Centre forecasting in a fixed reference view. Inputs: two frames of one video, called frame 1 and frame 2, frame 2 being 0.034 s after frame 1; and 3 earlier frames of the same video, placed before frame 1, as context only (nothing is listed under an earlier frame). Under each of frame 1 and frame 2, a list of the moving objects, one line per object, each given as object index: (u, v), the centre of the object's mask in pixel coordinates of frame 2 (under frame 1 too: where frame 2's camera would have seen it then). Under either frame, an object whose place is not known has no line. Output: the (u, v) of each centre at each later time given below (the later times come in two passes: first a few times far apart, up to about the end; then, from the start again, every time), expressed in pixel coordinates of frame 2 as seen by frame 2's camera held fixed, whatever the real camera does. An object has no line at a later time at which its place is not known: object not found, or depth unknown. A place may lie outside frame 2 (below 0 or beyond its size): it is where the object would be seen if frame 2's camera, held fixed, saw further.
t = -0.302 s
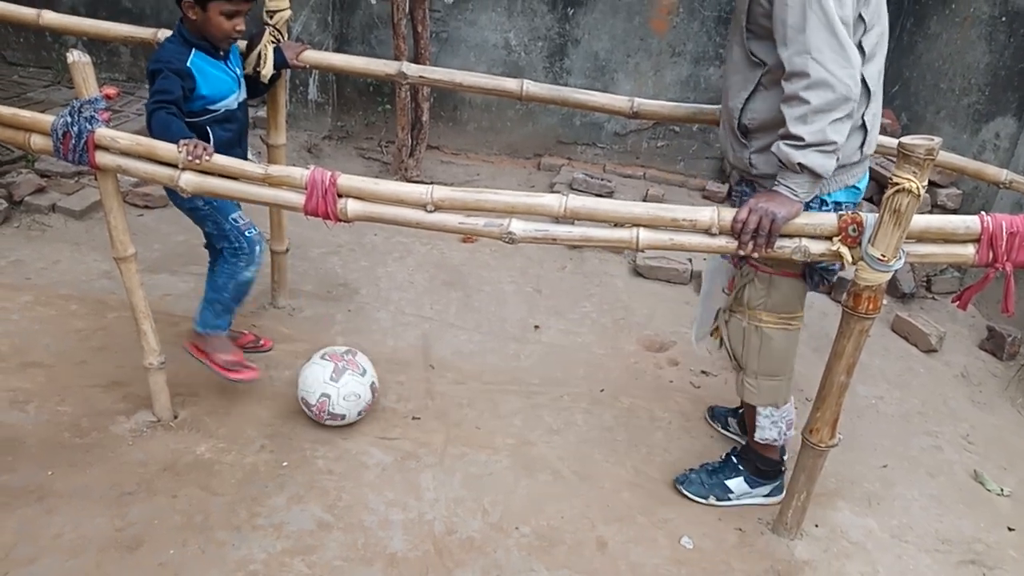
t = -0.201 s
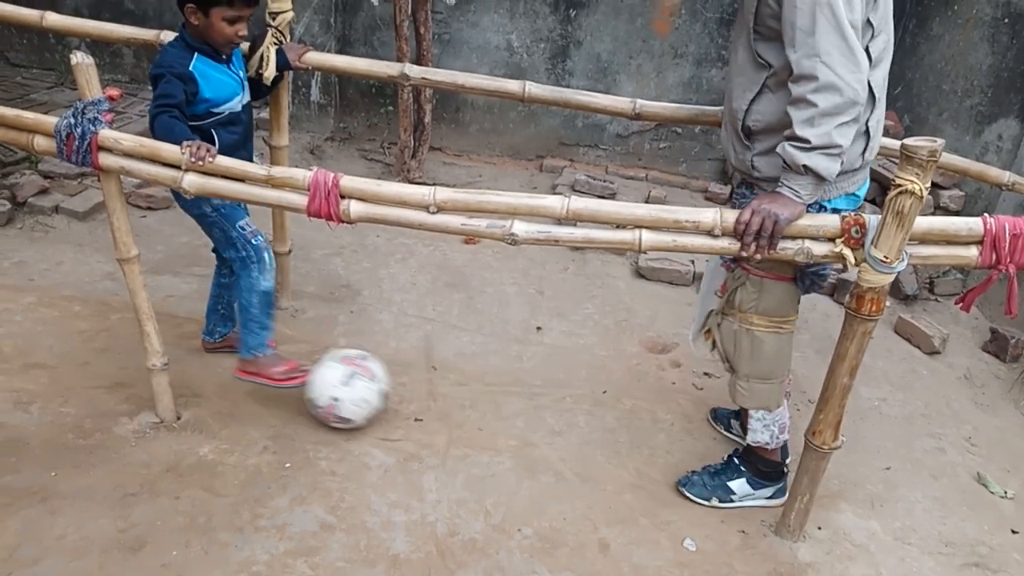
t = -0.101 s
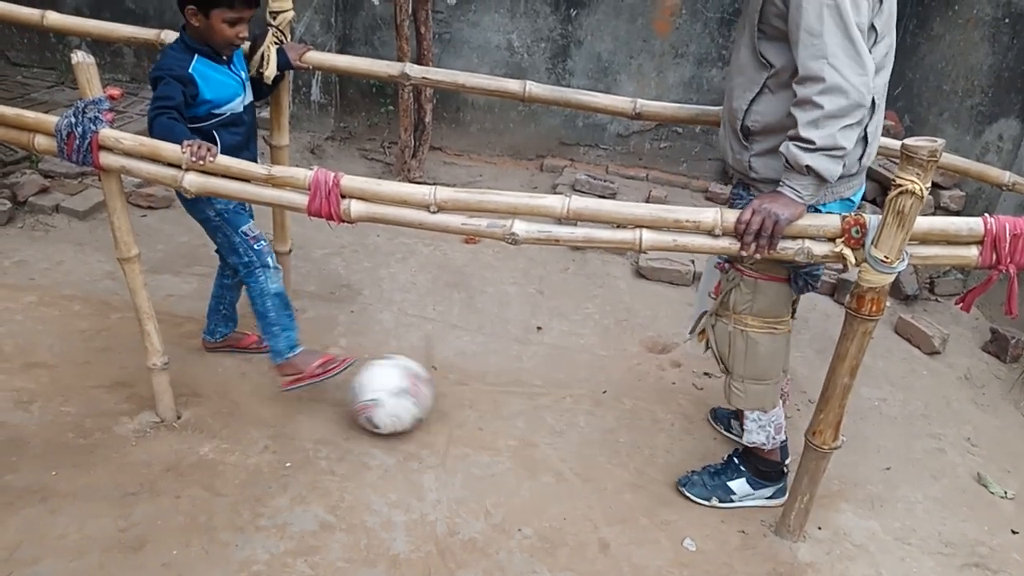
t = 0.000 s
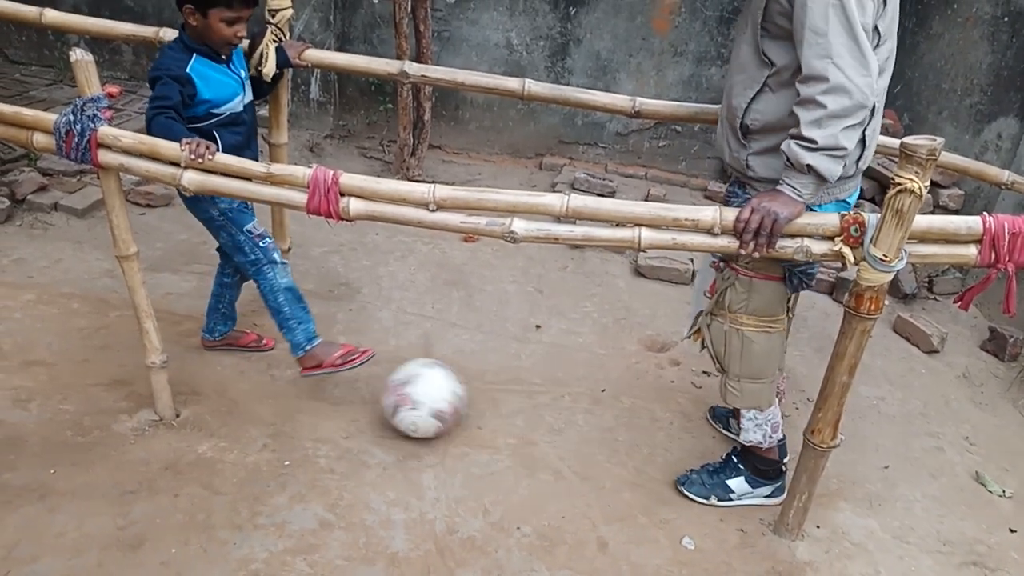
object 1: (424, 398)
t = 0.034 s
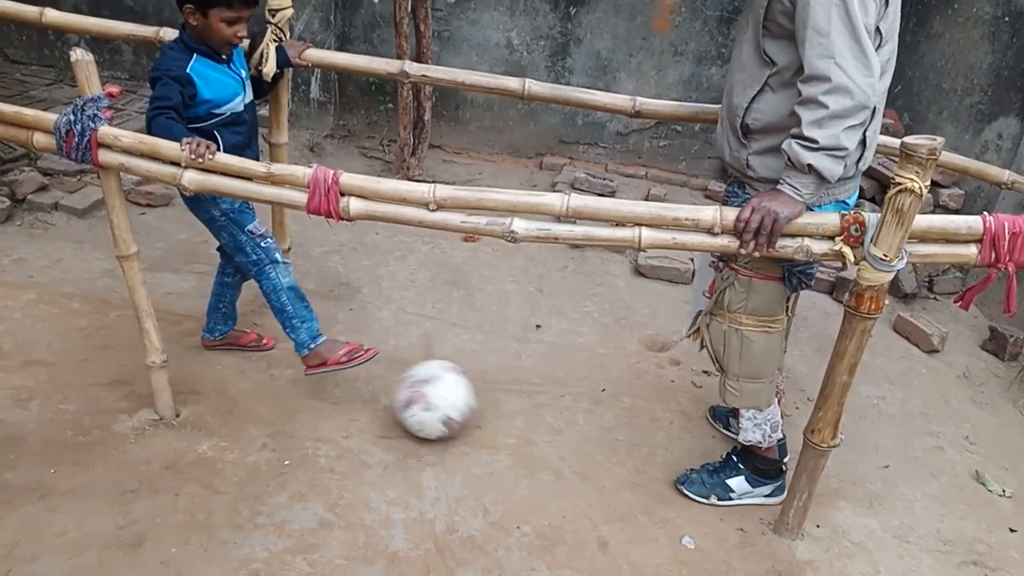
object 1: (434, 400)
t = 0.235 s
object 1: (505, 412)
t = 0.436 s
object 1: (569, 423)
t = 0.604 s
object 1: (627, 435)
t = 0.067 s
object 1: (446, 401)
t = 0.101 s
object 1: (458, 404)
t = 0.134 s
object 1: (469, 406)
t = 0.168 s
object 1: (481, 408)
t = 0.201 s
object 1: (492, 410)
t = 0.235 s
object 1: (505, 412)
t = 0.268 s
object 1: (515, 414)
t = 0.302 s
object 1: (526, 416)
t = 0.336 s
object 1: (537, 417)
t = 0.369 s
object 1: (549, 420)
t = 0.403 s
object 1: (559, 422)
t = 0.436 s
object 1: (569, 423)
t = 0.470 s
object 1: (581, 425)
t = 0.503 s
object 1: (592, 427)
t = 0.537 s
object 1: (604, 429)
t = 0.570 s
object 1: (616, 432)
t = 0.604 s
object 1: (627, 435)
